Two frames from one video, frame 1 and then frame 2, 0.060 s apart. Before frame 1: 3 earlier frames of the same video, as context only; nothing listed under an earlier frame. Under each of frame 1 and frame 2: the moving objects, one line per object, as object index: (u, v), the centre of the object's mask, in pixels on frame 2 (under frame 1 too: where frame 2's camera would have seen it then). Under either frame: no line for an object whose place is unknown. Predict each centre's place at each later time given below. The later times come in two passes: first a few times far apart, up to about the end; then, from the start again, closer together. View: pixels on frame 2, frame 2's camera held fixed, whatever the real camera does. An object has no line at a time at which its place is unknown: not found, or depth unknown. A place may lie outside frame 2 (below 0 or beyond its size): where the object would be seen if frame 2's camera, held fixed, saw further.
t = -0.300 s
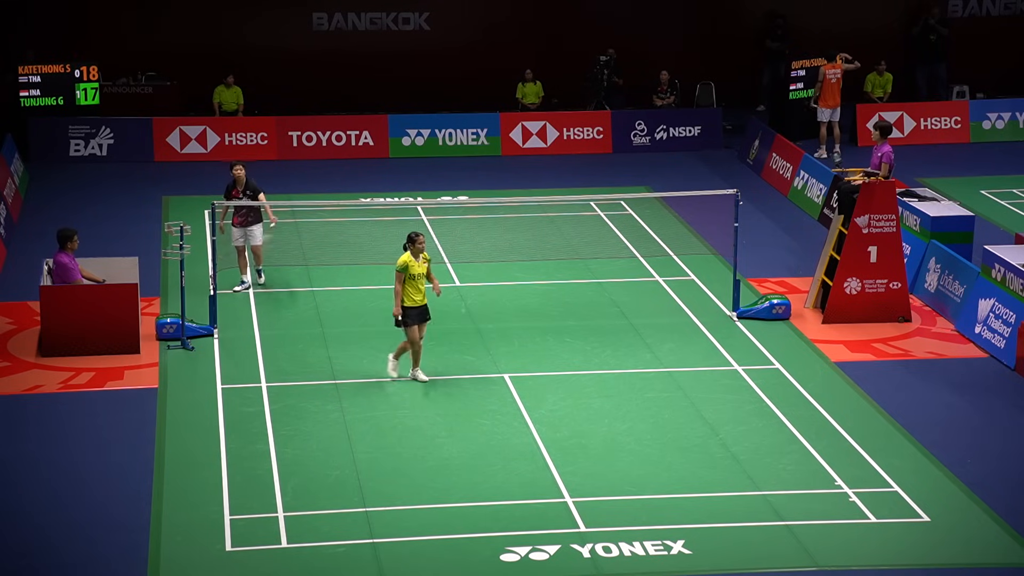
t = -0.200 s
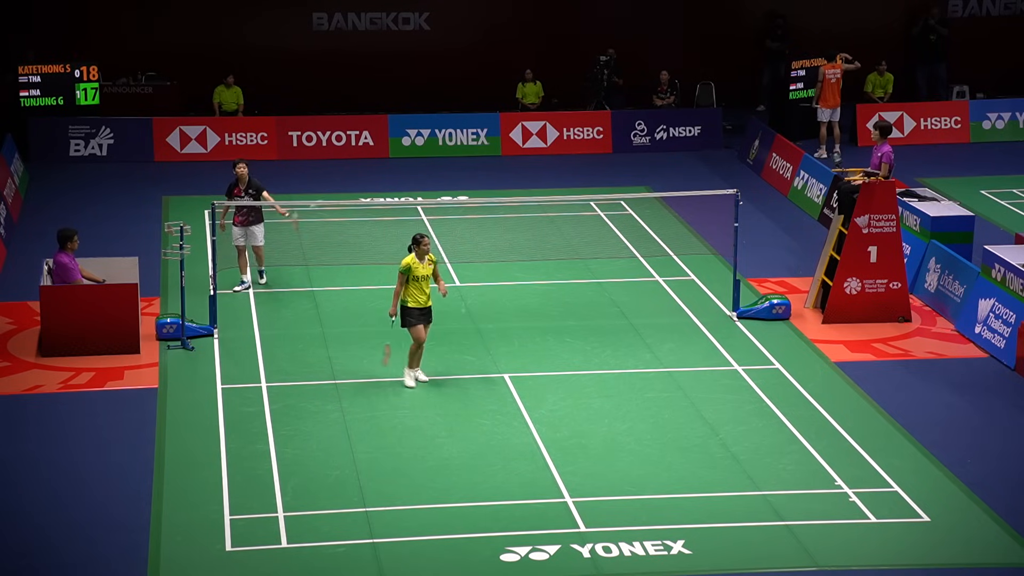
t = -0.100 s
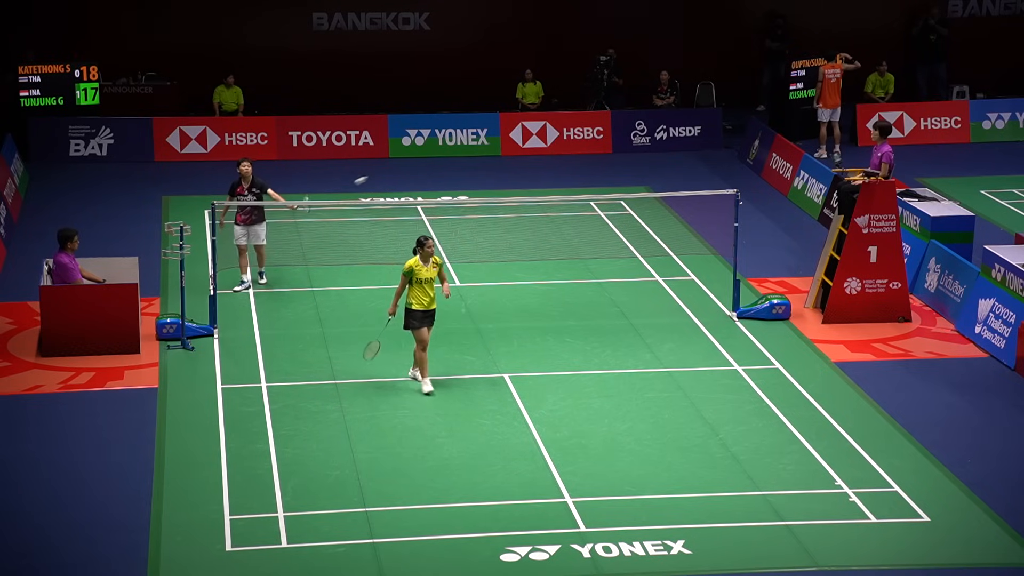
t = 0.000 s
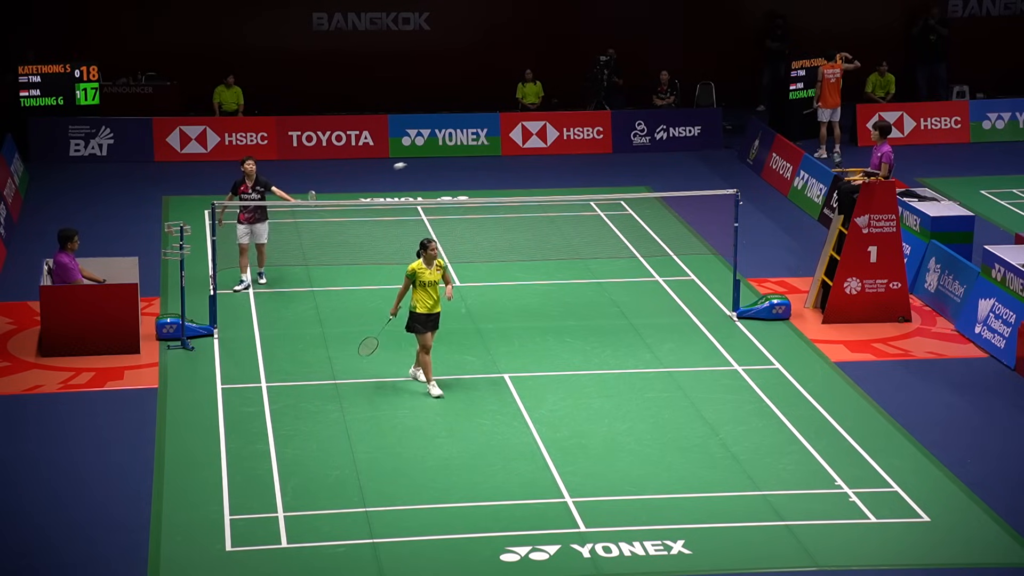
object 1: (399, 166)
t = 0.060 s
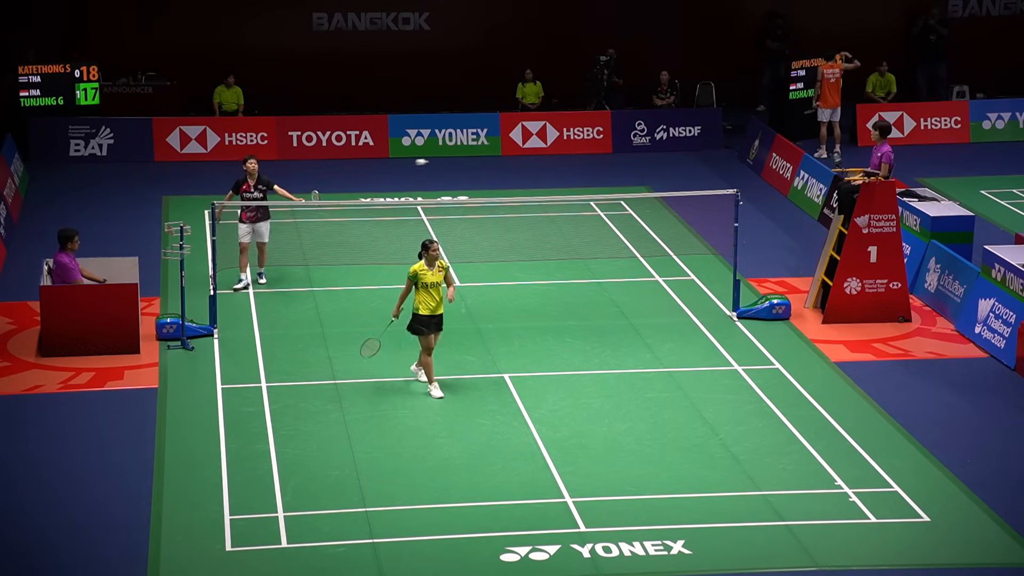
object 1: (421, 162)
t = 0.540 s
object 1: (561, 236)
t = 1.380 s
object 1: (652, 377)
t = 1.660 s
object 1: (661, 380)
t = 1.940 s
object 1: (663, 379)
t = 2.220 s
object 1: (663, 379)
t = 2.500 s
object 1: (663, 380)
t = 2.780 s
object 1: (663, 380)
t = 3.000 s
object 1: (663, 380)
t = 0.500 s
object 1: (552, 223)
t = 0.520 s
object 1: (556, 229)
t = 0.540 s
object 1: (561, 236)
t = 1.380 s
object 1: (652, 377)
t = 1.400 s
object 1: (653, 376)
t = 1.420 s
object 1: (653, 377)
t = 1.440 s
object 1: (654, 378)
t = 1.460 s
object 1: (655, 378)
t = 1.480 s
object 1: (656, 380)
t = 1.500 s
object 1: (656, 381)
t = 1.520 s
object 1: (657, 380)
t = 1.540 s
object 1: (658, 380)
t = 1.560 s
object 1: (658, 380)
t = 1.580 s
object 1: (659, 380)
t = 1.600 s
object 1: (659, 381)
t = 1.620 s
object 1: (660, 380)
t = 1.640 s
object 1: (660, 380)
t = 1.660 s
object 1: (661, 380)
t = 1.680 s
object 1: (661, 380)
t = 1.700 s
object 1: (661, 380)
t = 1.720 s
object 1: (662, 380)
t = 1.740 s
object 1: (662, 380)
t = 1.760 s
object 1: (662, 379)
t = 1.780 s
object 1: (662, 380)
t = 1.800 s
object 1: (662, 379)
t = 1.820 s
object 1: (663, 379)
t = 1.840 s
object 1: (663, 379)
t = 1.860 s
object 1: (663, 379)
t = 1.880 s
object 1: (663, 379)
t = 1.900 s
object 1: (663, 379)
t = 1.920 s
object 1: (663, 379)
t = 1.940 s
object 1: (663, 379)
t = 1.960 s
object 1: (663, 379)
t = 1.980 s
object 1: (663, 379)
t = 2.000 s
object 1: (663, 379)
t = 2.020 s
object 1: (663, 379)
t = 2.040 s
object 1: (663, 379)
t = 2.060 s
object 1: (663, 379)
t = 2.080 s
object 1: (663, 379)
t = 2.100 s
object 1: (663, 379)
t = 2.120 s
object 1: (663, 379)
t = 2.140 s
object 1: (663, 379)
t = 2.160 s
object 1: (663, 379)
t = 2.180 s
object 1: (663, 379)
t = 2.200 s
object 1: (663, 379)
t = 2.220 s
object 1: (663, 379)
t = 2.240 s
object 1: (663, 379)
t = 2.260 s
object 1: (663, 379)
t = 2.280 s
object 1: (663, 379)
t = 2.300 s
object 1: (663, 379)
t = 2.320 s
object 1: (663, 379)
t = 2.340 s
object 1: (663, 379)
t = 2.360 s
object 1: (663, 379)
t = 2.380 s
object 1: (663, 379)
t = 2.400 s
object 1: (663, 379)
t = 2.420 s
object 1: (663, 379)
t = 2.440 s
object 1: (663, 379)
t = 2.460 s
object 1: (663, 380)
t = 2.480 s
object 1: (663, 380)
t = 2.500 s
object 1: (663, 380)
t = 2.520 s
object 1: (663, 380)
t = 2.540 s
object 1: (663, 380)
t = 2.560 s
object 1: (662, 380)
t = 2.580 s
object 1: (662, 380)
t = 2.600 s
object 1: (662, 380)
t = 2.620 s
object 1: (662, 380)
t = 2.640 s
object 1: (662, 380)
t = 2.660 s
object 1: (662, 380)
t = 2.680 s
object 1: (662, 380)
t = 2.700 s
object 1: (662, 380)
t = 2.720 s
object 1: (663, 380)
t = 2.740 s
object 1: (663, 380)
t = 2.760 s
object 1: (663, 380)
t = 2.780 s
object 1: (663, 380)
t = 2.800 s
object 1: (663, 380)
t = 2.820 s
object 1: (663, 380)
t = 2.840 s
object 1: (663, 380)
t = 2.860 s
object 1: (663, 380)
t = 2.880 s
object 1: (663, 380)
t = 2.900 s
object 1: (663, 380)
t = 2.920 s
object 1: (663, 380)
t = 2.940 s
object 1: (663, 380)
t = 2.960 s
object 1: (663, 380)
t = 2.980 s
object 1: (663, 380)
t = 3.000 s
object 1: (663, 380)
